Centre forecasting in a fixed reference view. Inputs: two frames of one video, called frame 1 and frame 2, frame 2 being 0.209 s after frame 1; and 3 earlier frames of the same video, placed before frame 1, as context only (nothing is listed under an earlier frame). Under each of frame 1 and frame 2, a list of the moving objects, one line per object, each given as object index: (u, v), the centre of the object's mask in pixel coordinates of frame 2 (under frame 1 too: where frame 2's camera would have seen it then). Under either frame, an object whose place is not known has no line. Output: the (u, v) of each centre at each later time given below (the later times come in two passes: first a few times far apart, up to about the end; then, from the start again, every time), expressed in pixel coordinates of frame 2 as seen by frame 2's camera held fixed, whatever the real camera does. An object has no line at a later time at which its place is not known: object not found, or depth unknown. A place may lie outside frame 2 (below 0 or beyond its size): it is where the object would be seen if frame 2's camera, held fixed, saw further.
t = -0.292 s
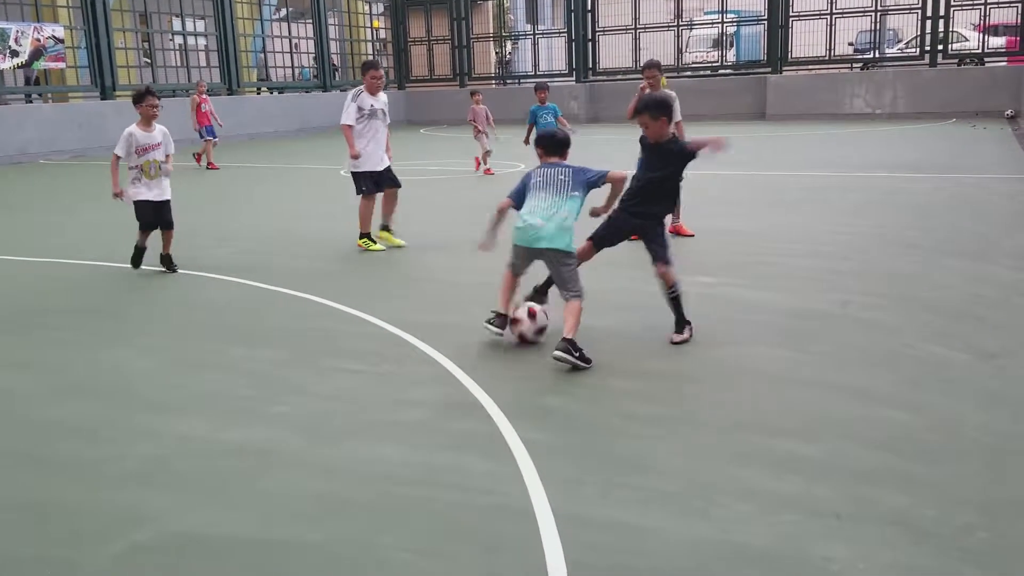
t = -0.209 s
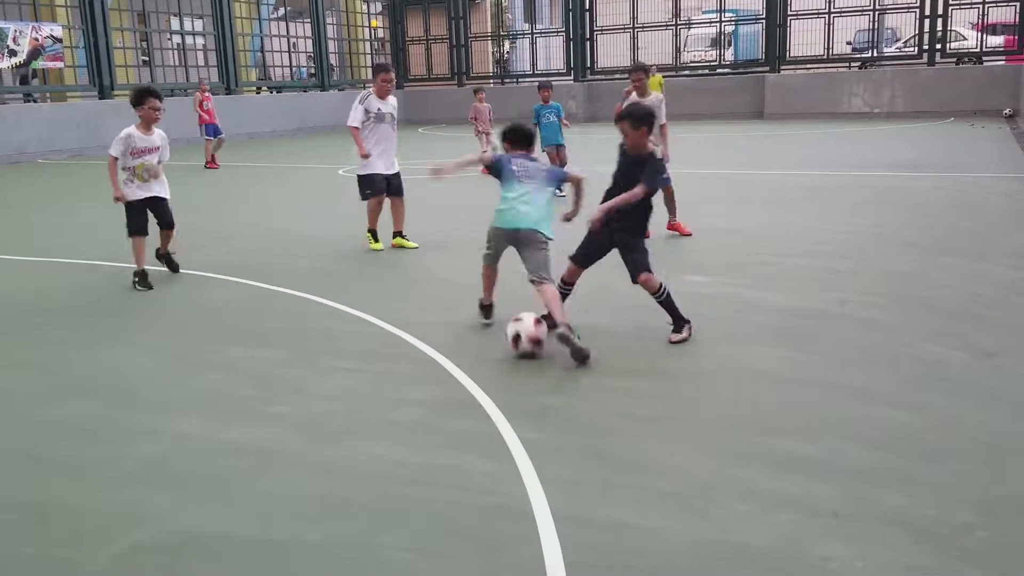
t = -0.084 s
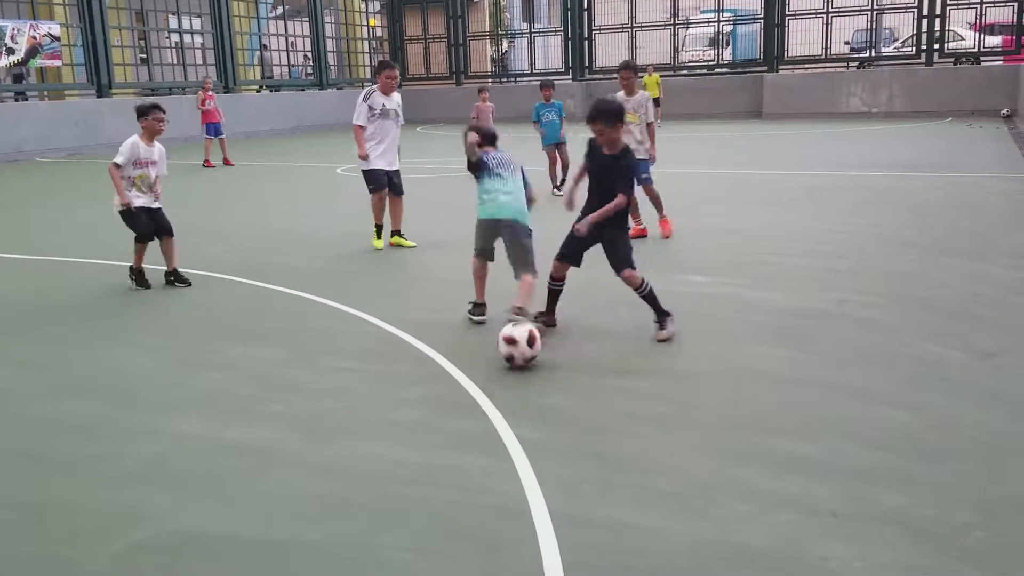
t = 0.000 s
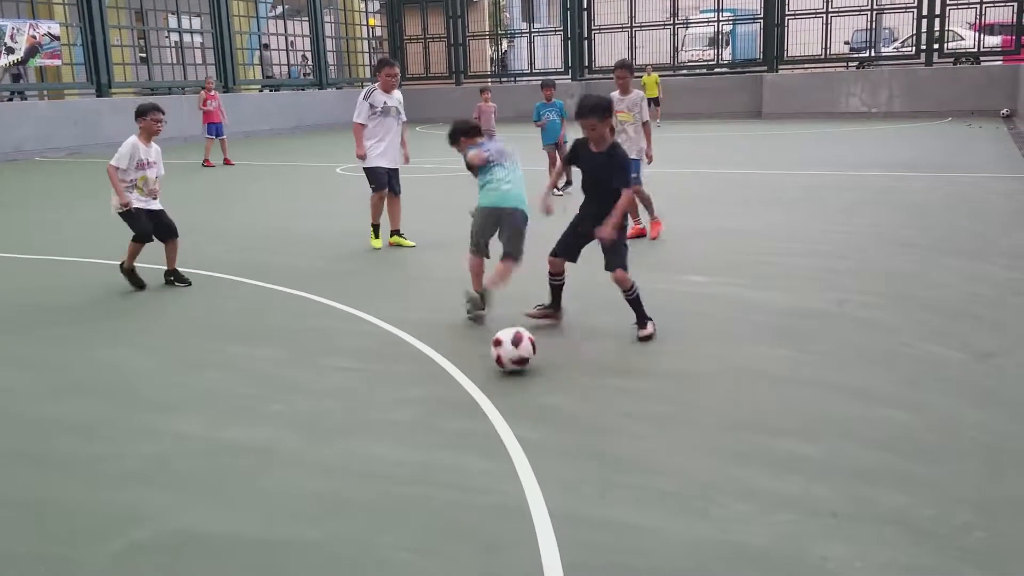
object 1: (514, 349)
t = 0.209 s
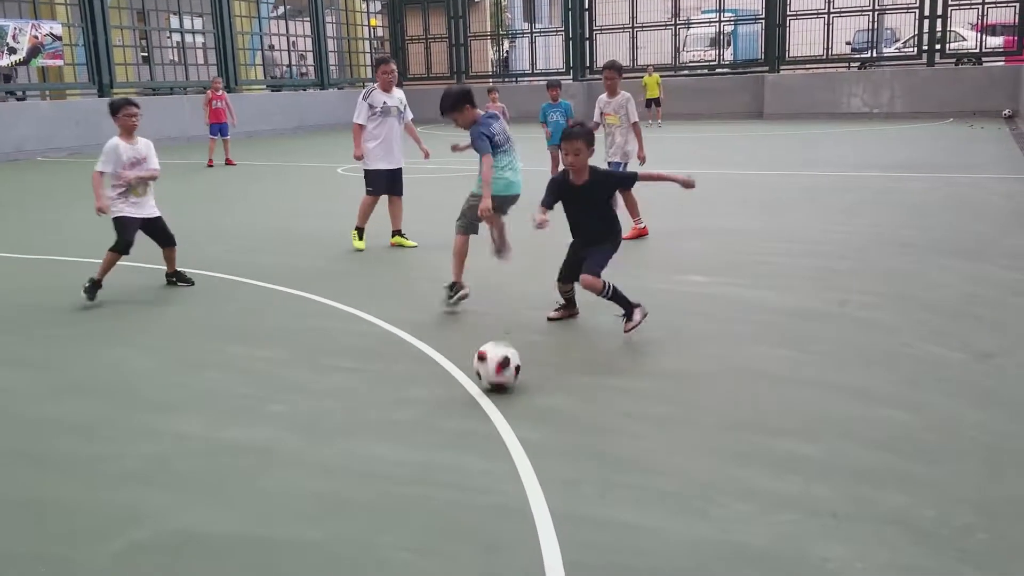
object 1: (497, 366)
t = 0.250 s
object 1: (494, 368)
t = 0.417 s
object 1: (478, 381)
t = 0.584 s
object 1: (460, 397)
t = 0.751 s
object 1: (437, 417)
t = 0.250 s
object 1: (494, 368)
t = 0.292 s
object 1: (491, 370)
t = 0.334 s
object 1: (484, 376)
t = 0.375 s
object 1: (481, 380)
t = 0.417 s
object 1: (478, 381)
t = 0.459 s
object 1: (475, 385)
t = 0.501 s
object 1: (471, 388)
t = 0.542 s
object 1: (464, 394)
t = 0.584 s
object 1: (460, 397)
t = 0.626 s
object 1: (457, 399)
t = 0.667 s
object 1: (453, 403)
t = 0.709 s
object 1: (441, 413)
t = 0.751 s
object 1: (437, 417)
